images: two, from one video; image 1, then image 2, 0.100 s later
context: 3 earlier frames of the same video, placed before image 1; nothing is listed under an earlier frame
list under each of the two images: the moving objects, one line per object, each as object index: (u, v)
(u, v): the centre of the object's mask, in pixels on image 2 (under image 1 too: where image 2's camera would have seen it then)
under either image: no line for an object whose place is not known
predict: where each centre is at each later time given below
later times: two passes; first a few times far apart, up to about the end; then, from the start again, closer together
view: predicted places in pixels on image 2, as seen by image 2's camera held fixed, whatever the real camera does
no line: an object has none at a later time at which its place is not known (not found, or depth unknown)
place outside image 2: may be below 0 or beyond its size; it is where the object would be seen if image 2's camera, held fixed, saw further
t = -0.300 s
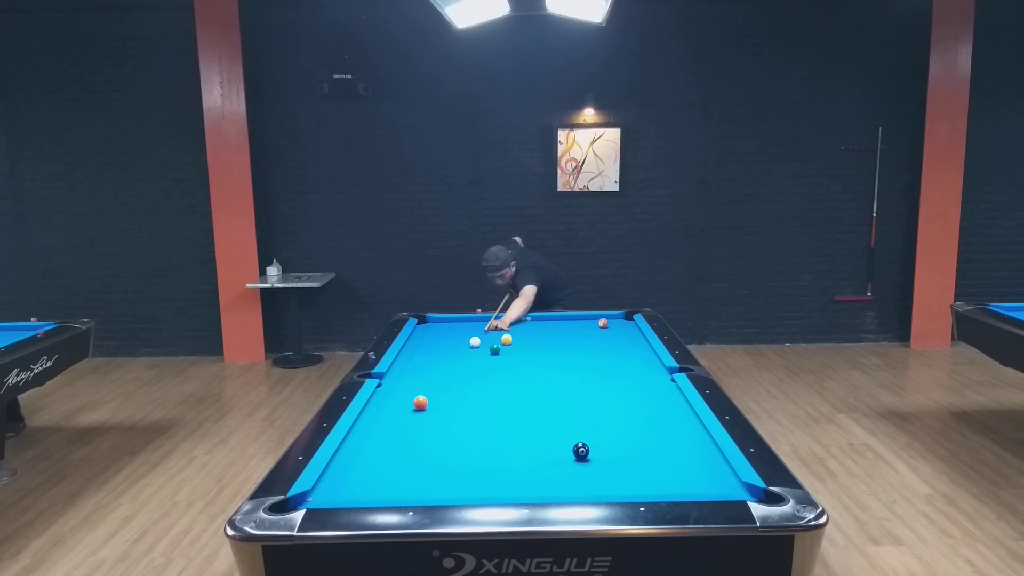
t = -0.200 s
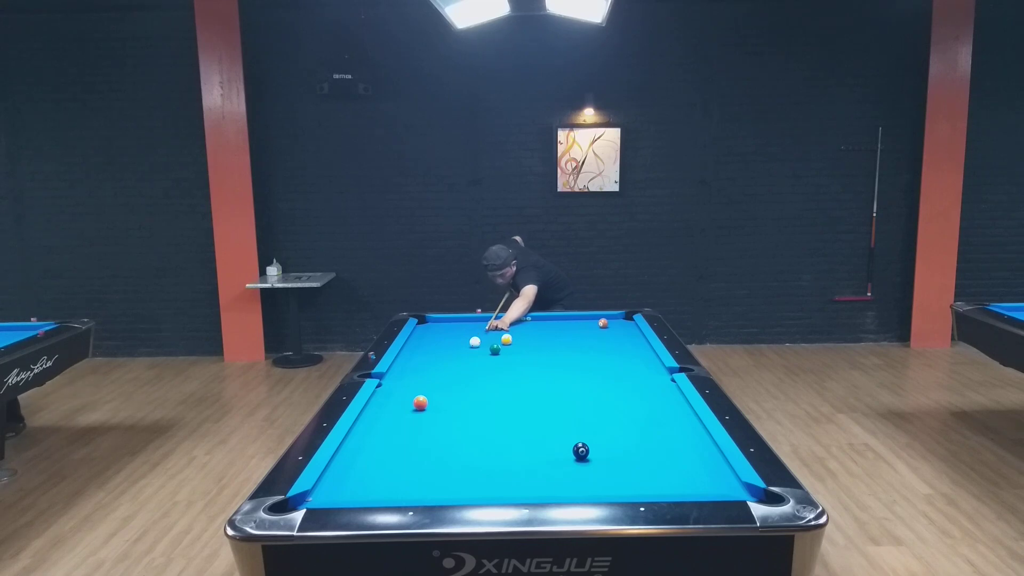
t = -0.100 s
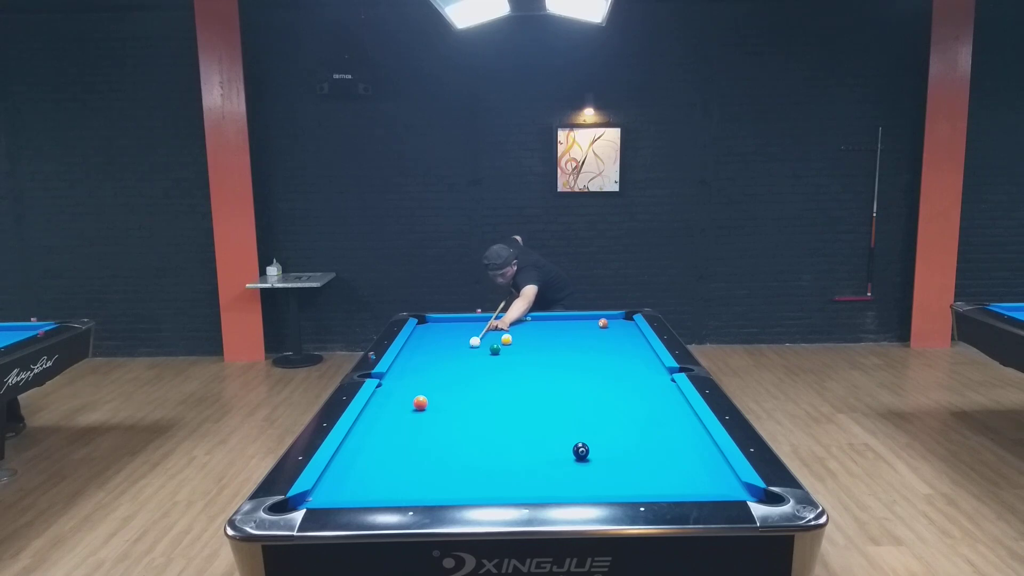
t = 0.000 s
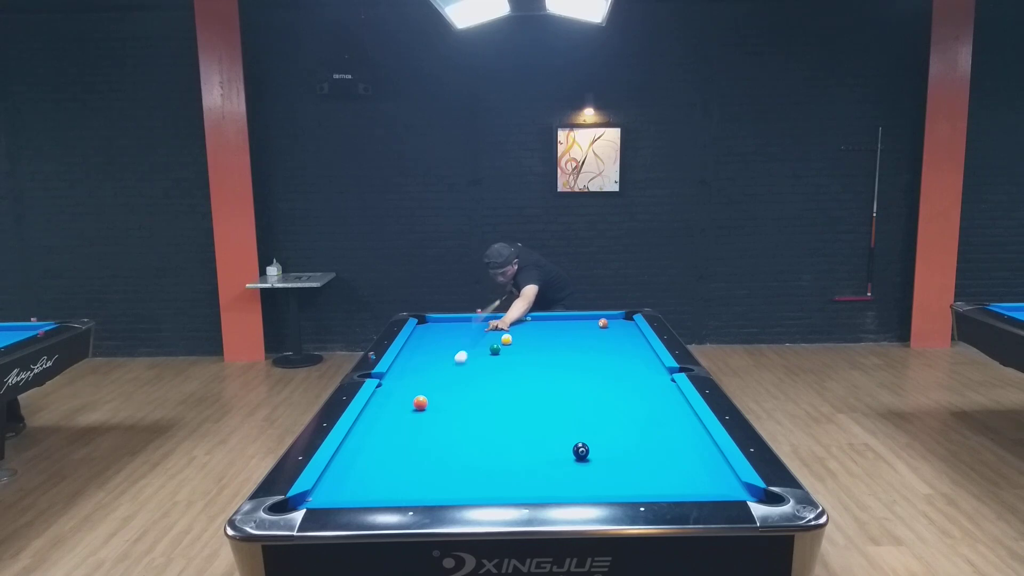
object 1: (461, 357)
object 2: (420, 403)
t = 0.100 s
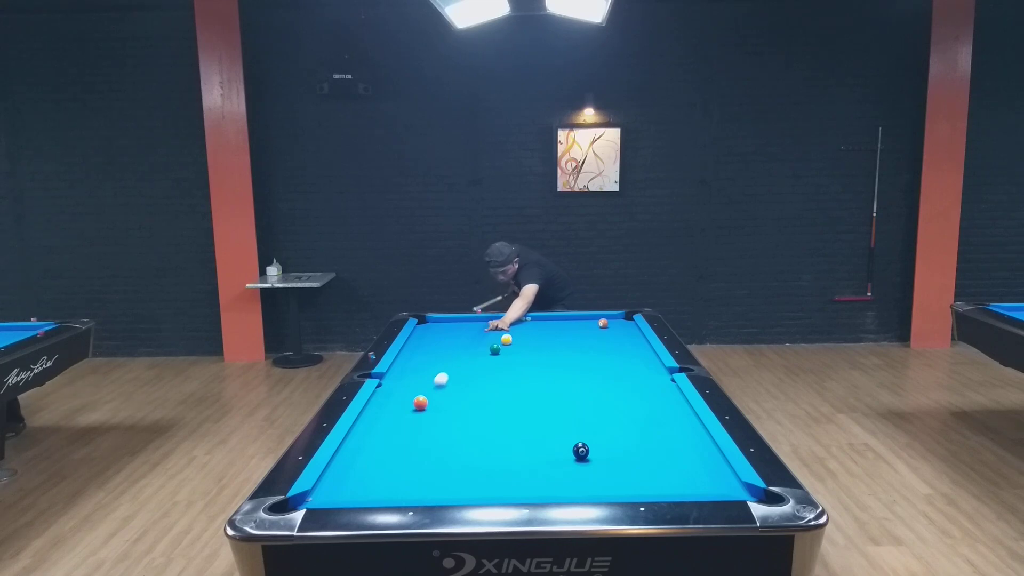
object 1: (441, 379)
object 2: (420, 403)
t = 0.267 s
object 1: (428, 398)
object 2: (392, 429)
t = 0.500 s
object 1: (436, 395)
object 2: (299, 504)
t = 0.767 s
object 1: (444, 392)
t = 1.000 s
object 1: (450, 390)
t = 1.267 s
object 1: (456, 387)
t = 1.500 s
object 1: (461, 386)
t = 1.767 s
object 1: (465, 384)
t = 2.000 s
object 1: (468, 383)
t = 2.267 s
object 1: (471, 382)
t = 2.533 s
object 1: (472, 381)
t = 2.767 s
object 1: (473, 381)
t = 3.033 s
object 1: (473, 381)
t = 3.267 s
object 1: (473, 381)
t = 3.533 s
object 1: (473, 381)
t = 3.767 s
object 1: (473, 381)
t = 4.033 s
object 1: (473, 381)
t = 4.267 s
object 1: (473, 381)
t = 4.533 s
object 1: (473, 381)
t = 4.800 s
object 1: (473, 381)
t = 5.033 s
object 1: (473, 381)
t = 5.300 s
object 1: (473, 381)
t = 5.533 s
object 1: (473, 381)
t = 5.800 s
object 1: (473, 381)
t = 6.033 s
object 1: (473, 381)
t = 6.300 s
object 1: (473, 381)
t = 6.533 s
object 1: (473, 381)
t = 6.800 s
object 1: (473, 381)
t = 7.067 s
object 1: (473, 381)
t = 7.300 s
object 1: (473, 381)
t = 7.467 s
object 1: (475, 379)
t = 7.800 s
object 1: (473, 381)
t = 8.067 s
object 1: (473, 381)
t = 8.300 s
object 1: (473, 381)
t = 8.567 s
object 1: (473, 381)
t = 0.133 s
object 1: (434, 387)
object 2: (420, 403)
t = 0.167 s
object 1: (427, 394)
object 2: (420, 404)
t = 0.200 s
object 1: (426, 398)
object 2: (412, 409)
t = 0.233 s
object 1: (427, 398)
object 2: (403, 419)
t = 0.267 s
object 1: (428, 398)
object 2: (392, 429)
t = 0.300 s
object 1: (429, 397)
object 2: (382, 439)
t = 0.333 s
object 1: (430, 397)
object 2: (370, 450)
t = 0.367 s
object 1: (431, 397)
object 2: (358, 462)
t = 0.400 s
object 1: (433, 396)
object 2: (346, 474)
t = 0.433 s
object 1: (434, 395)
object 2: (333, 487)
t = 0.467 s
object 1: (435, 395)
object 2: (320, 496)
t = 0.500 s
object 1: (436, 395)
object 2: (299, 504)
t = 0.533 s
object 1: (437, 394)
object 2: (283, 510)
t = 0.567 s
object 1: (438, 394)
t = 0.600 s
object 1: (439, 394)
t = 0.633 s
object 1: (440, 393)
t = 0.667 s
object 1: (441, 393)
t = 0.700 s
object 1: (442, 393)
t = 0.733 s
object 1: (443, 392)
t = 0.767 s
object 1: (444, 392)
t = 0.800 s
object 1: (445, 392)
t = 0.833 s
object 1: (446, 391)
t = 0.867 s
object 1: (447, 391)
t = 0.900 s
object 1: (448, 391)
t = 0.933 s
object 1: (448, 390)
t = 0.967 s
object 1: (449, 390)
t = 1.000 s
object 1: (450, 390)
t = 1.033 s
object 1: (451, 390)
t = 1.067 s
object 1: (452, 389)
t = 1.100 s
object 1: (453, 389)
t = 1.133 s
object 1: (453, 388)
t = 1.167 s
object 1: (454, 388)
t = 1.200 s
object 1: (455, 388)
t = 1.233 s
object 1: (455, 388)
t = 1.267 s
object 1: (456, 387)
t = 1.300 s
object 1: (457, 387)
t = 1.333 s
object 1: (457, 387)
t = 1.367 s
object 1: (458, 387)
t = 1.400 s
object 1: (459, 386)
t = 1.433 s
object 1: (459, 386)
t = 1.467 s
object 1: (460, 386)
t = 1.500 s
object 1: (461, 386)
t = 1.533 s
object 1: (461, 385)
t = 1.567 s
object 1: (462, 385)
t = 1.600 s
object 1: (462, 385)
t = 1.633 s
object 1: (463, 385)
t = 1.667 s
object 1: (463, 385)
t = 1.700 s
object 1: (464, 385)
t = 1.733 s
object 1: (464, 384)
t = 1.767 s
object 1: (465, 384)
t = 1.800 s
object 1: (465, 384)
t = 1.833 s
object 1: (466, 384)
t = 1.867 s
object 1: (466, 384)
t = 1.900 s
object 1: (467, 384)
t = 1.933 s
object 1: (467, 384)
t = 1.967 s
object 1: (468, 383)
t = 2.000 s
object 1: (468, 383)
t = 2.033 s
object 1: (468, 383)
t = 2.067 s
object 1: (469, 383)
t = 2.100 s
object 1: (469, 383)
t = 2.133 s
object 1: (469, 383)
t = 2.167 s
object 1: (470, 383)
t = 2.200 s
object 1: (470, 382)
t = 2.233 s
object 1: (470, 382)
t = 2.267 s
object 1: (471, 382)
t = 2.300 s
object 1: (471, 382)
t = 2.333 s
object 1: (471, 382)
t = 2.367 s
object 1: (471, 382)
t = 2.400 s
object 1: (471, 382)
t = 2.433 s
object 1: (472, 382)
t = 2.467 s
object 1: (472, 382)
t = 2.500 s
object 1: (472, 381)
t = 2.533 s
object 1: (472, 381)
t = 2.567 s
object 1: (472, 381)
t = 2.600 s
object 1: (472, 381)
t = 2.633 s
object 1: (473, 381)
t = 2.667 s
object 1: (473, 381)
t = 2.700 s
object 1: (473, 381)
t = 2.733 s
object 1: (473, 381)
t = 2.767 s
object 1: (473, 381)
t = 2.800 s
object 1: (473, 381)
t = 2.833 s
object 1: (473, 381)
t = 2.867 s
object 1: (473, 381)
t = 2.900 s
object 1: (473, 381)
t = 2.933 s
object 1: (473, 381)
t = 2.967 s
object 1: (473, 381)
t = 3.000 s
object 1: (473, 381)
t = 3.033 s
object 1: (473, 381)
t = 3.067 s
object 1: (473, 381)
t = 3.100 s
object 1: (473, 381)
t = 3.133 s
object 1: (473, 381)
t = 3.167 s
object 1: (473, 381)
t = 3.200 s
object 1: (473, 381)
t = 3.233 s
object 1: (473, 381)
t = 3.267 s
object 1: (473, 381)
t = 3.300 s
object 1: (473, 381)
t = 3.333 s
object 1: (473, 381)
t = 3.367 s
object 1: (473, 381)
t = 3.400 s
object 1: (473, 381)
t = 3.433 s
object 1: (473, 381)
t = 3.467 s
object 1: (473, 381)
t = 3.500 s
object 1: (473, 381)
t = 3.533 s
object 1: (473, 381)
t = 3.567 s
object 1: (473, 381)
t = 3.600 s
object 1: (473, 381)
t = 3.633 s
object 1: (473, 381)
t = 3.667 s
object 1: (473, 381)
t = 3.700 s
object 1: (473, 381)
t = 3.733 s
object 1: (473, 381)
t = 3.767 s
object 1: (473, 381)
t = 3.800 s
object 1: (473, 381)
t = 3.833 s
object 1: (473, 381)
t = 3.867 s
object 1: (473, 381)
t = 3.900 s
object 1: (473, 381)
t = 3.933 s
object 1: (473, 381)
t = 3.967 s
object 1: (473, 381)
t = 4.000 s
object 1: (473, 381)
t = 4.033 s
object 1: (473, 381)
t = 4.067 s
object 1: (473, 381)
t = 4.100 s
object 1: (473, 381)
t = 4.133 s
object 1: (473, 381)
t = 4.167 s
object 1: (473, 381)
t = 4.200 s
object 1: (473, 381)
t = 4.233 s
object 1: (473, 381)
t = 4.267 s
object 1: (473, 381)
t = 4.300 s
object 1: (473, 381)
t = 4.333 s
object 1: (473, 381)
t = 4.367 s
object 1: (473, 381)
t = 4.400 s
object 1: (473, 381)
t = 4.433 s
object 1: (473, 381)
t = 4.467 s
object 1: (473, 381)
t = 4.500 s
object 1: (473, 381)
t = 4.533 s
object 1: (473, 381)
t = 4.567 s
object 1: (473, 381)
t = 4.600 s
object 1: (473, 381)
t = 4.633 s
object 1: (473, 381)
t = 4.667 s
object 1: (473, 381)
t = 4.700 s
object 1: (473, 381)
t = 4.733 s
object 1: (473, 381)
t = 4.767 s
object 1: (473, 381)
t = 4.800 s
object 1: (473, 381)
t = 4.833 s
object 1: (473, 381)
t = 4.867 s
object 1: (473, 381)
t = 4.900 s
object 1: (473, 381)
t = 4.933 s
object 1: (473, 381)
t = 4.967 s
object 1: (473, 381)
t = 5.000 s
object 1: (473, 381)
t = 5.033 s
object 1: (473, 381)
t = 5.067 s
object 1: (473, 381)
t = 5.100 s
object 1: (473, 381)
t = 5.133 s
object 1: (473, 381)
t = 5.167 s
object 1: (473, 381)
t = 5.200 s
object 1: (473, 381)
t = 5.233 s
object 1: (473, 381)
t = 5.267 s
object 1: (473, 381)
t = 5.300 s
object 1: (473, 381)
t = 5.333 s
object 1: (473, 381)
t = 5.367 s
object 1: (473, 381)
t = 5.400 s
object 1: (473, 381)
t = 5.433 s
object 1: (473, 381)
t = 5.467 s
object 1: (473, 381)
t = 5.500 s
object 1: (473, 381)
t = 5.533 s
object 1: (473, 381)
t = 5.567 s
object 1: (473, 381)
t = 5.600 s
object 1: (473, 381)
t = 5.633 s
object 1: (473, 381)
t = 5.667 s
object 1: (473, 381)
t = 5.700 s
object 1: (473, 381)
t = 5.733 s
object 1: (473, 381)
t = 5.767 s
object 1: (473, 381)
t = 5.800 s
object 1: (473, 381)
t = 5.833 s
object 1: (473, 381)
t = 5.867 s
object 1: (473, 381)
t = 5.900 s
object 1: (473, 381)
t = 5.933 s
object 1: (473, 381)
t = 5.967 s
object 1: (473, 381)
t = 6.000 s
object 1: (473, 381)
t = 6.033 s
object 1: (473, 381)
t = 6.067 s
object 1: (473, 381)
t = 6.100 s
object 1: (473, 381)
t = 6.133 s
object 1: (473, 381)
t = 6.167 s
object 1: (473, 381)
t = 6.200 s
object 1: (473, 381)
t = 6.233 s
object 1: (473, 381)
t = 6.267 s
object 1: (473, 381)
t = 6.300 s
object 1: (473, 381)
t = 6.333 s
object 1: (473, 381)
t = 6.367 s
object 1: (473, 381)
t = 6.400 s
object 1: (473, 381)
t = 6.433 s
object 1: (473, 381)
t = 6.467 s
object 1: (473, 381)
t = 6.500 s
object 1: (473, 381)
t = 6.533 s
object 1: (473, 381)
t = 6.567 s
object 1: (473, 381)
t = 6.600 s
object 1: (473, 381)
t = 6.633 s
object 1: (473, 381)
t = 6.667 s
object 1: (473, 381)
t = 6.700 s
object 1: (473, 381)
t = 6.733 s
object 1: (473, 381)
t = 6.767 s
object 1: (473, 381)
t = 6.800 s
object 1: (473, 381)
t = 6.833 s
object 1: (473, 381)
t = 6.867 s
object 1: (473, 381)
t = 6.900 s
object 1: (473, 381)
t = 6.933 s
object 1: (473, 381)
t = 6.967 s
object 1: (473, 381)
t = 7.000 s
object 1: (473, 381)
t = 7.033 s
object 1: (473, 381)
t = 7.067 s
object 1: (473, 381)
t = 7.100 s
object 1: (473, 381)
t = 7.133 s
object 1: (473, 381)
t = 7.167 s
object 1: (473, 381)
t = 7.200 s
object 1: (473, 381)
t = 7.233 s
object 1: (475, 380)
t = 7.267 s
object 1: (472, 381)
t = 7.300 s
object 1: (473, 381)
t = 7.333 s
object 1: (473, 381)
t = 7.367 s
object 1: (473, 381)
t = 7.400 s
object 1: (473, 381)
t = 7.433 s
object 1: (473, 381)
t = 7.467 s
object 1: (475, 379)
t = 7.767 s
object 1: (471, 380)
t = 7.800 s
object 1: (473, 381)
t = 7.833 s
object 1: (473, 381)
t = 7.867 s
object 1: (473, 381)
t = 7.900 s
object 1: (473, 381)
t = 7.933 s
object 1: (473, 381)
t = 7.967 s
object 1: (473, 381)
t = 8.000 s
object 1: (473, 381)
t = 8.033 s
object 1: (473, 381)
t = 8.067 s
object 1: (473, 381)
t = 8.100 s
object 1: (473, 381)
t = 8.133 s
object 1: (473, 381)
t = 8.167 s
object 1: (473, 381)
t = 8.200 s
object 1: (473, 381)
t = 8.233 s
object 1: (473, 381)
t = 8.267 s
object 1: (473, 381)
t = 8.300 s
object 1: (473, 381)
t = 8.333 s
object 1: (473, 381)
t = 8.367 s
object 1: (473, 381)
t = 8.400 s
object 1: (473, 381)
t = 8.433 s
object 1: (473, 381)
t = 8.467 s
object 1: (473, 381)
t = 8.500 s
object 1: (473, 381)
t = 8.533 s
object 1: (473, 381)
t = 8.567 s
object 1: (473, 381)
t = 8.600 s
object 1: (473, 381)
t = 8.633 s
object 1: (473, 381)
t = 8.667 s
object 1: (473, 381)
